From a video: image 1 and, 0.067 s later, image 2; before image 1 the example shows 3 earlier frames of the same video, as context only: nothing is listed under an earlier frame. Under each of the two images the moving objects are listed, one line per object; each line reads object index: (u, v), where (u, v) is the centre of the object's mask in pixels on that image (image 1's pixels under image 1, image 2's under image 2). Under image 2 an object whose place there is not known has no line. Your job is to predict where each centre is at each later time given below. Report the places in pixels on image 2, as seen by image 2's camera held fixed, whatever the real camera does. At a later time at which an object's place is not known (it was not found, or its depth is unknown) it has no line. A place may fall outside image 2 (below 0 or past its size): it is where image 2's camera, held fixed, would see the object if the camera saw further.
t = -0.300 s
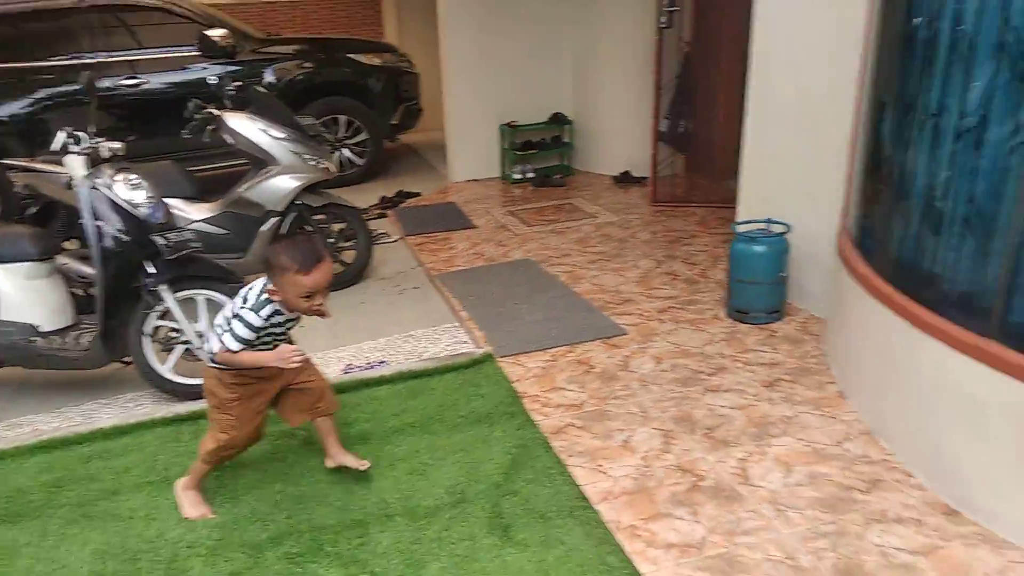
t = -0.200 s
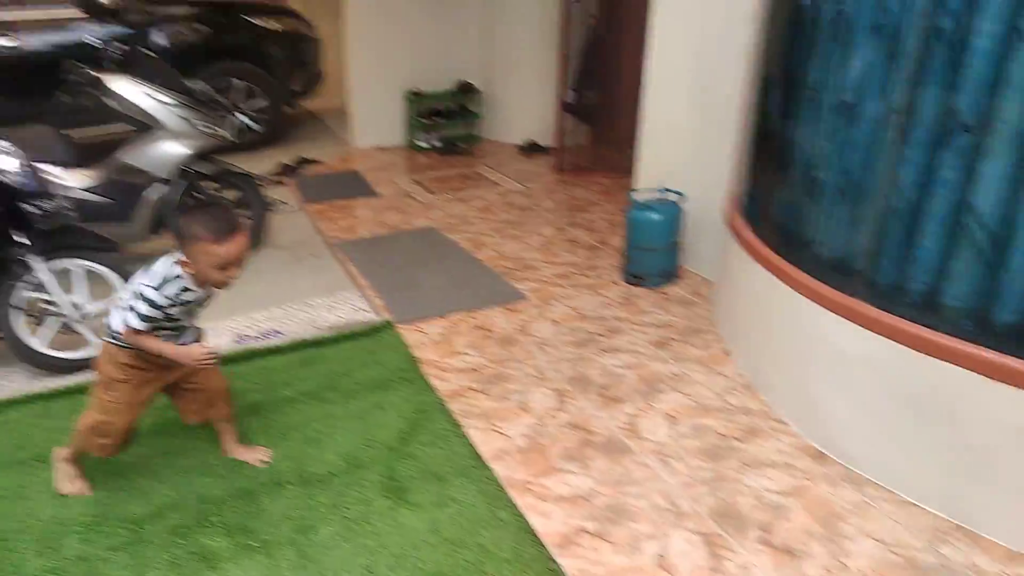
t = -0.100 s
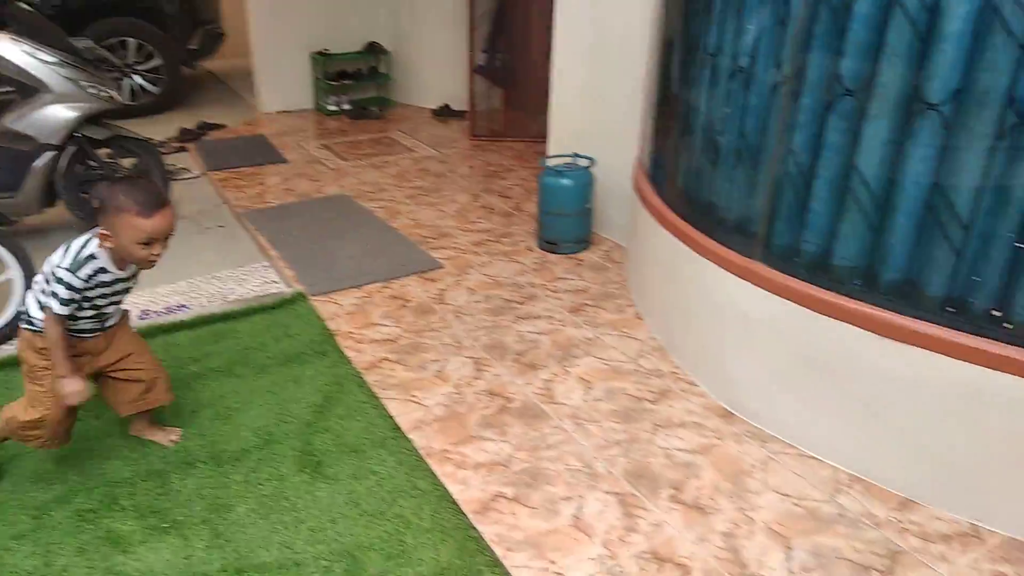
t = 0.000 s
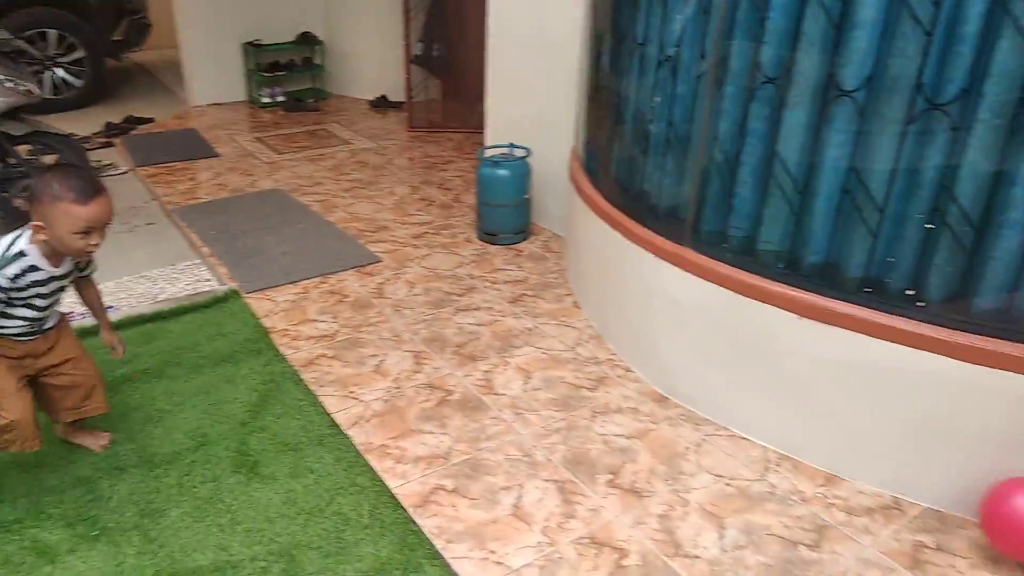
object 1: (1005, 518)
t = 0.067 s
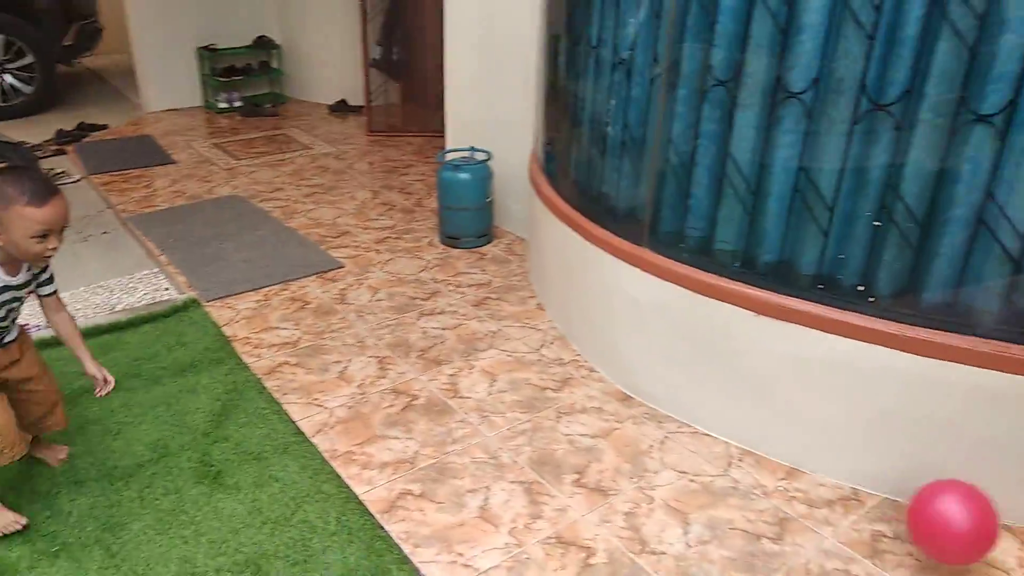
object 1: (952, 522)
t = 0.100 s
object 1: (937, 537)
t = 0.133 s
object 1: (919, 550)
